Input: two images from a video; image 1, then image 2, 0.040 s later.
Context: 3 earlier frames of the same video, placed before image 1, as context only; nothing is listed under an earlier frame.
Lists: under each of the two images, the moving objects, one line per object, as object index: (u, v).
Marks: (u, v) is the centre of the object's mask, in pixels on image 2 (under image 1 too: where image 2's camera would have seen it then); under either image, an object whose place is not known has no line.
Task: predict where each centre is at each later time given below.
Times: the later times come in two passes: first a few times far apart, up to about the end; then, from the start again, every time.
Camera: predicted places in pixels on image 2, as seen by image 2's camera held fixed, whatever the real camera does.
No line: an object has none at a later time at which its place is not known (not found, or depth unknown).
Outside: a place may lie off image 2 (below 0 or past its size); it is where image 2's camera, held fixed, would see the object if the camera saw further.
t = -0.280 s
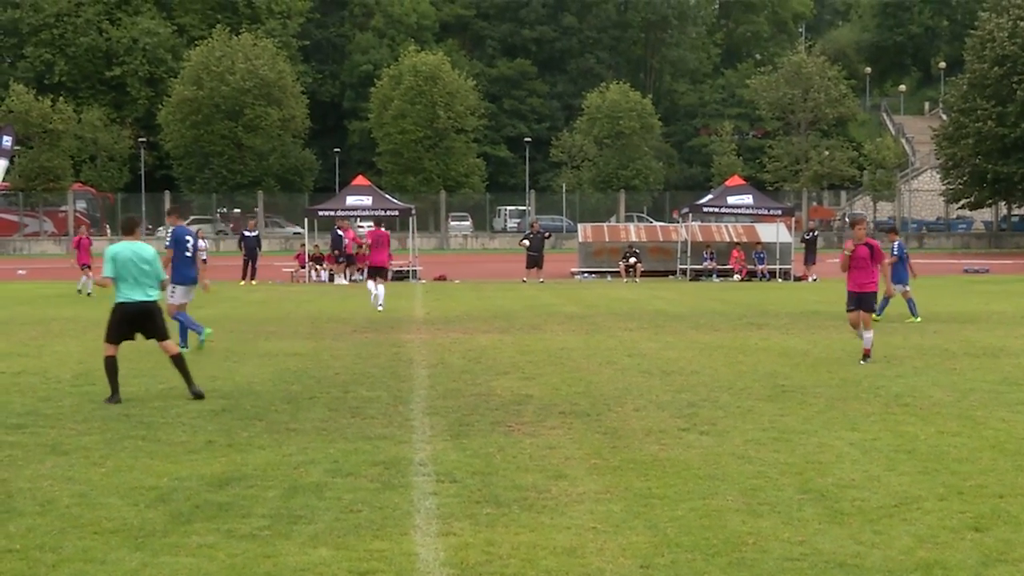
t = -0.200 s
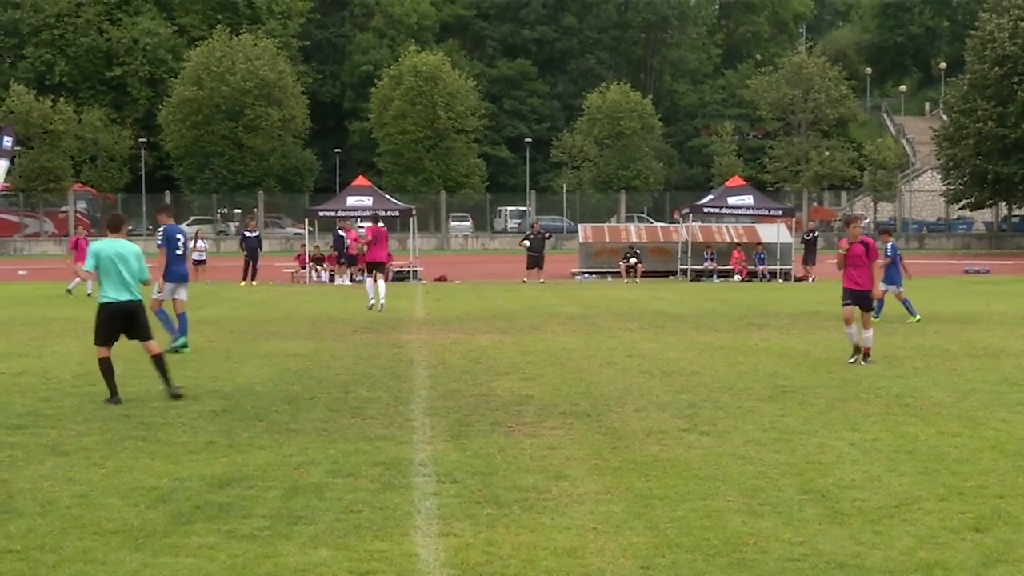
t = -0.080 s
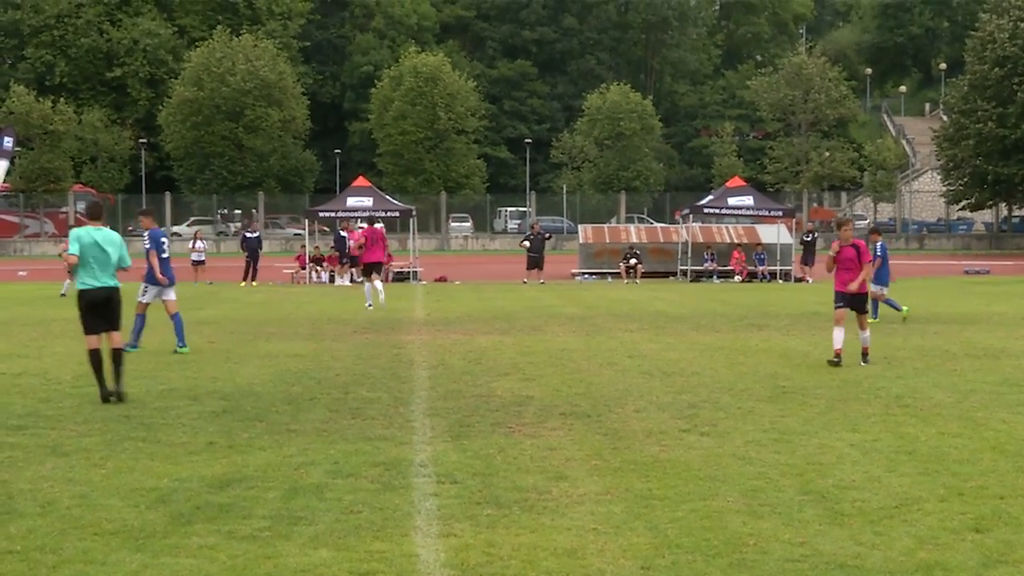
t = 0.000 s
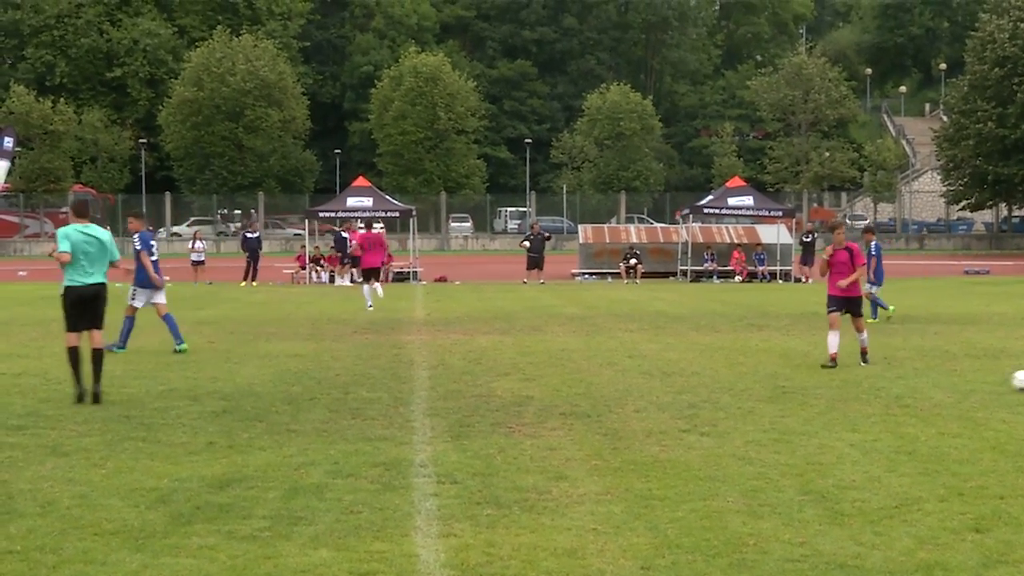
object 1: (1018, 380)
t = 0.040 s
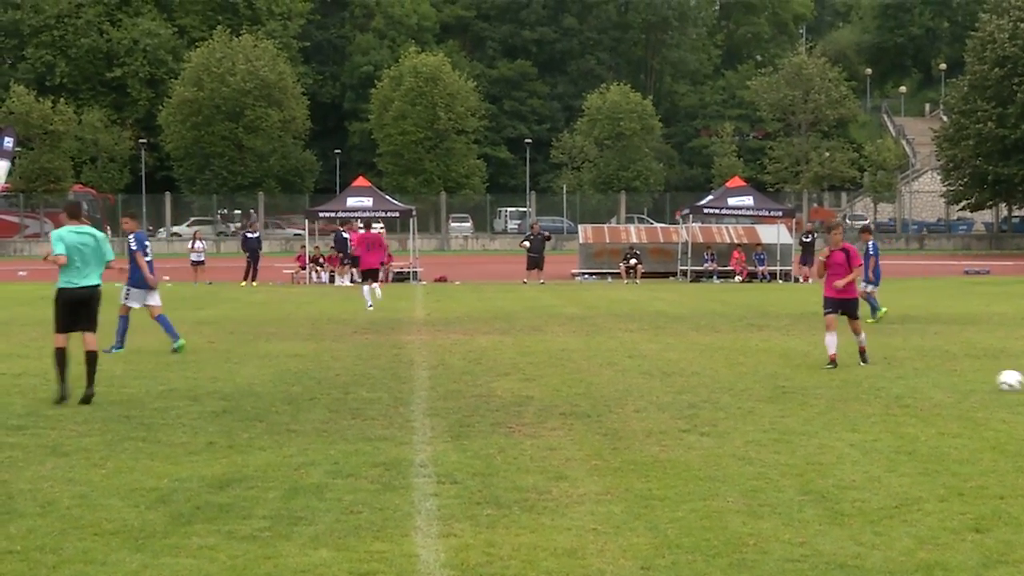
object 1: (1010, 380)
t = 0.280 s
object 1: (929, 375)
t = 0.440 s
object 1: (881, 372)
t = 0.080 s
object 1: (995, 379)
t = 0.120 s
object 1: (982, 378)
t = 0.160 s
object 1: (969, 377)
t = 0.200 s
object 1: (955, 377)
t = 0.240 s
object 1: (942, 376)
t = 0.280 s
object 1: (929, 375)
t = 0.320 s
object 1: (917, 374)
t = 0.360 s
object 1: (905, 374)
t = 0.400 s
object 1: (893, 373)
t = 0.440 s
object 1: (881, 372)
